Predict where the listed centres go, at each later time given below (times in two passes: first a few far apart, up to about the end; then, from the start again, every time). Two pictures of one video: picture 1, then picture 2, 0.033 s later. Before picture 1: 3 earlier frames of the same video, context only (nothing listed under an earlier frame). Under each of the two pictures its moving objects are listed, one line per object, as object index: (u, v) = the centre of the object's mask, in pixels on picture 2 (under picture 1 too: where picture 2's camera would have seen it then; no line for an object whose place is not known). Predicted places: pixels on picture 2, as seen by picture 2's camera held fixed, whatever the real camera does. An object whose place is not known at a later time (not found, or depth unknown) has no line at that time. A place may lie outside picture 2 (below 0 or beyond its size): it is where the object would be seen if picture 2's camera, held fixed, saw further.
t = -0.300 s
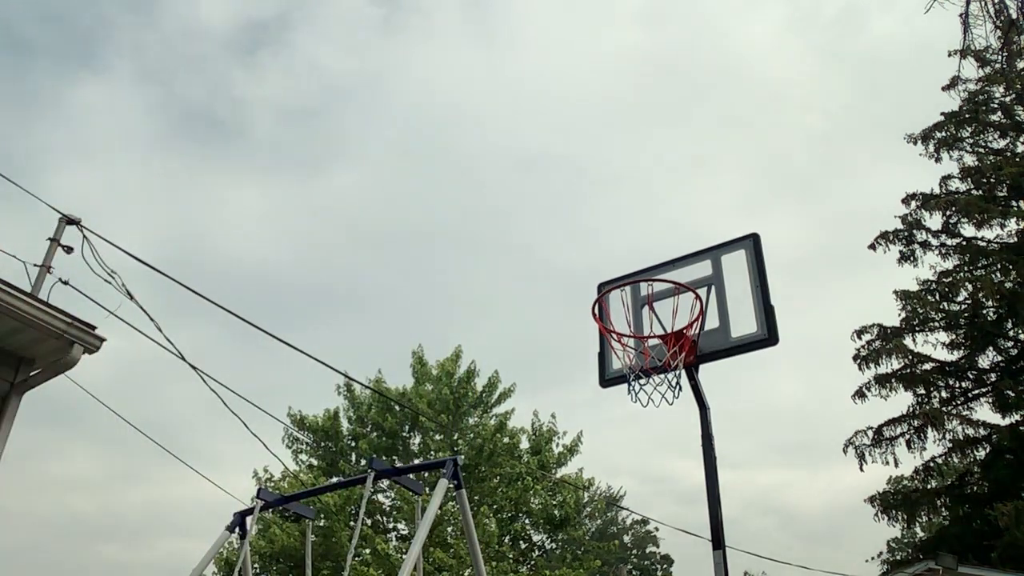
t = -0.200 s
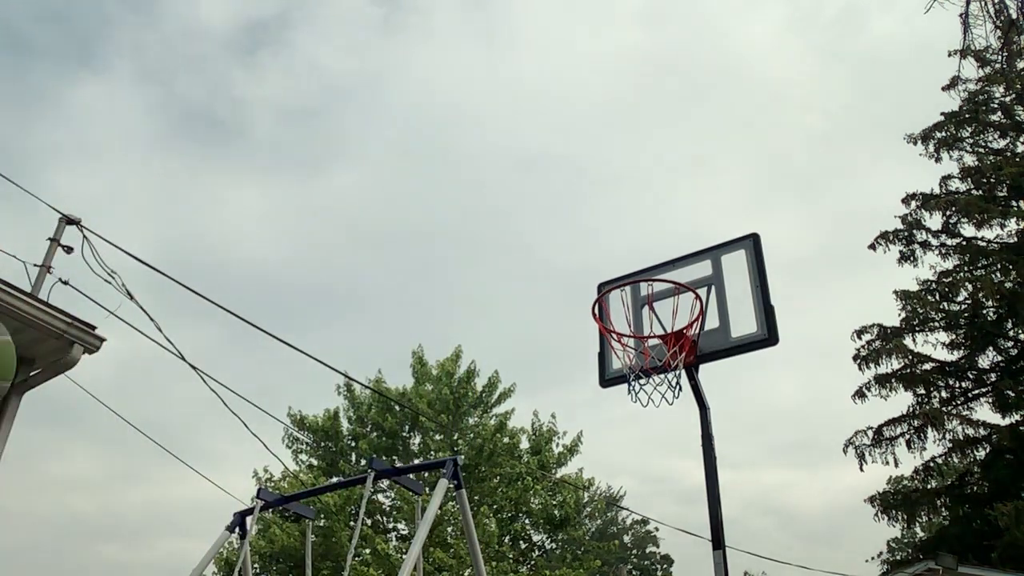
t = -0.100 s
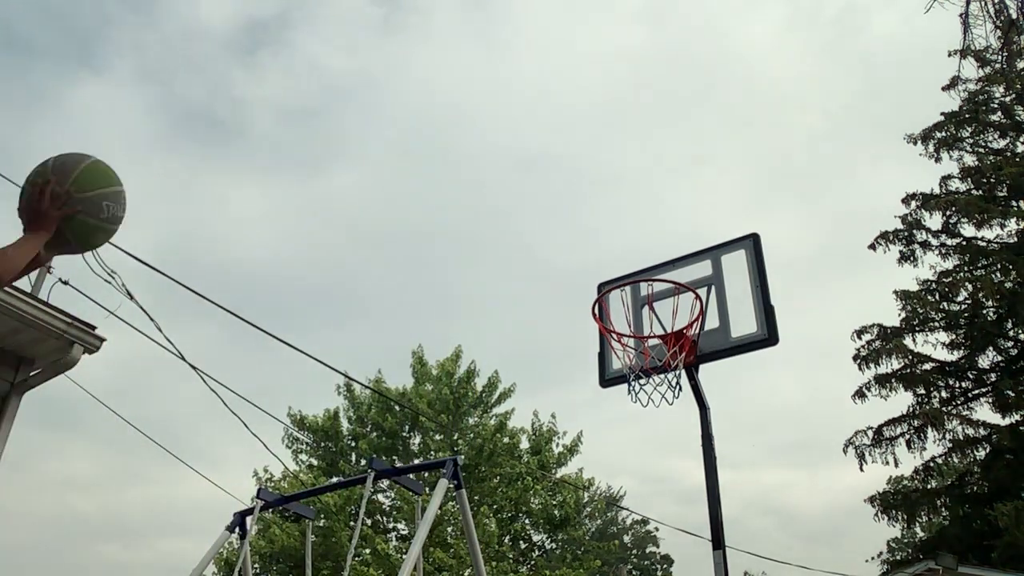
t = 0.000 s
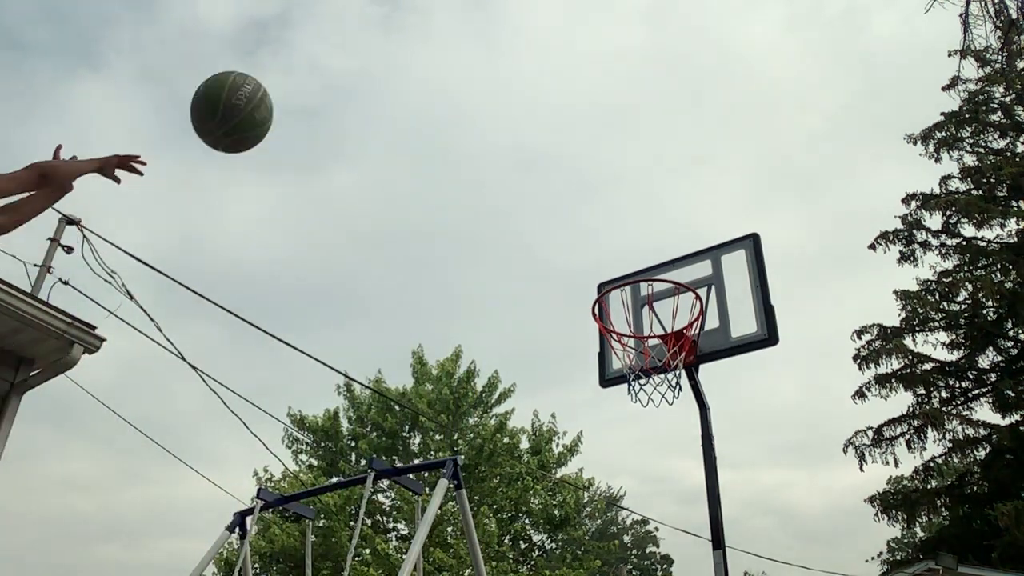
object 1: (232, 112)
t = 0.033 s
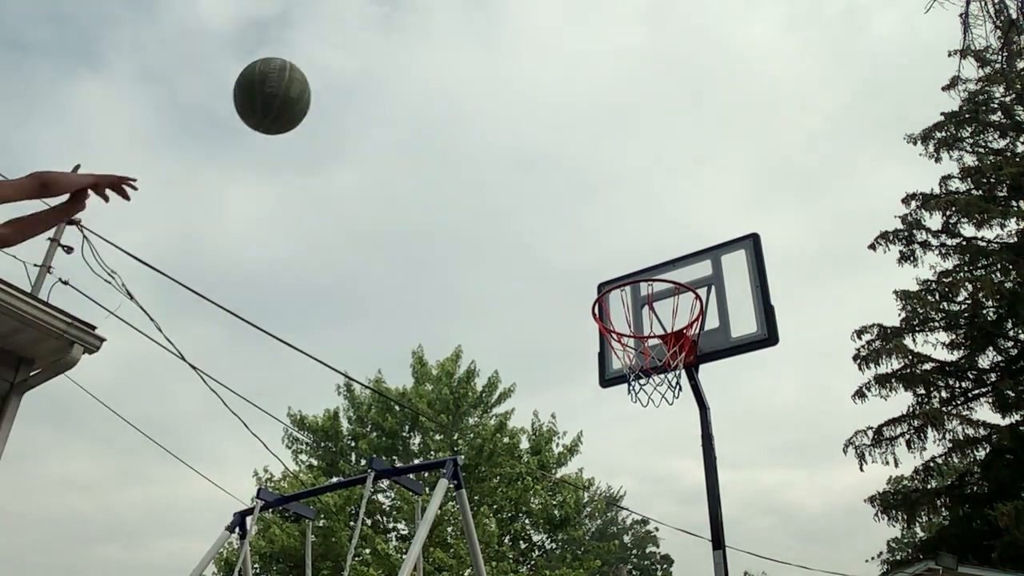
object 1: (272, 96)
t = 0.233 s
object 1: (440, 70)
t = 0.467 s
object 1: (564, 129)
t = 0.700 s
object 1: (665, 258)
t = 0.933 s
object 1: (672, 259)
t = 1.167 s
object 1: (642, 276)
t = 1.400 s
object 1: (628, 296)
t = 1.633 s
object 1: (628, 326)
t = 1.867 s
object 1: (602, 370)
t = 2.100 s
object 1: (576, 511)
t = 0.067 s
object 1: (307, 84)
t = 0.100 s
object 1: (339, 76)
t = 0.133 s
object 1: (368, 71)
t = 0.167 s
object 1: (394, 68)
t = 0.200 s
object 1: (418, 68)
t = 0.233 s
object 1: (440, 70)
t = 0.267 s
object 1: (461, 74)
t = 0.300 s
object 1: (481, 79)
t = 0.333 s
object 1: (499, 86)
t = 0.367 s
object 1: (516, 94)
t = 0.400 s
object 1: (533, 104)
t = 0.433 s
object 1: (549, 116)
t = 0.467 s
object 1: (564, 129)
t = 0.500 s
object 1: (579, 143)
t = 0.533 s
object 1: (594, 159)
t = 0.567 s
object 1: (608, 176)
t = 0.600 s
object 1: (622, 195)
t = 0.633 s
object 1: (636, 215)
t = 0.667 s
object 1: (650, 236)
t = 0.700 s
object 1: (665, 258)
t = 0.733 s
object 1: (679, 284)
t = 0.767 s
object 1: (688, 299)
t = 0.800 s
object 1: (684, 287)
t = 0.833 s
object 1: (681, 278)
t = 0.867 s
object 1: (679, 270)
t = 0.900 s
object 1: (676, 262)
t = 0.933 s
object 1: (672, 259)
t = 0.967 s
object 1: (667, 256)
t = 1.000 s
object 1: (662, 255)
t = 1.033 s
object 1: (658, 256)
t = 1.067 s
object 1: (654, 257)
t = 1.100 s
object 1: (650, 260)
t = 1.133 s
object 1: (646, 267)
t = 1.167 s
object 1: (642, 276)
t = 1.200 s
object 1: (639, 285)
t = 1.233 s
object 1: (636, 298)
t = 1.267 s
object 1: (632, 311)
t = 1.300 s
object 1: (630, 312)
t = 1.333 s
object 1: (629, 305)
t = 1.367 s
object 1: (629, 299)
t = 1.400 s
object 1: (628, 296)
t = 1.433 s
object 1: (628, 294)
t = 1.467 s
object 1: (627, 295)
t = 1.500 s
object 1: (627, 298)
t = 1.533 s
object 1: (627, 304)
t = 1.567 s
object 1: (627, 308)
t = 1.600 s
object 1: (628, 315)
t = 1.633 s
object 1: (628, 326)
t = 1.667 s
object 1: (626, 335)
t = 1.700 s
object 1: (621, 337)
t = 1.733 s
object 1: (617, 339)
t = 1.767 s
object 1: (609, 344)
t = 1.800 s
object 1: (607, 353)
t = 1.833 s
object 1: (603, 362)
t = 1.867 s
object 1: (602, 370)
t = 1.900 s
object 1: (599, 383)
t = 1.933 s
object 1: (595, 398)
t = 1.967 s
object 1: (591, 416)
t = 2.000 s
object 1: (587, 436)
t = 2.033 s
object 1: (585, 458)
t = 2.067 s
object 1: (581, 482)
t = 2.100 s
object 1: (576, 511)
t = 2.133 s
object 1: (573, 542)
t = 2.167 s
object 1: (570, 564)
